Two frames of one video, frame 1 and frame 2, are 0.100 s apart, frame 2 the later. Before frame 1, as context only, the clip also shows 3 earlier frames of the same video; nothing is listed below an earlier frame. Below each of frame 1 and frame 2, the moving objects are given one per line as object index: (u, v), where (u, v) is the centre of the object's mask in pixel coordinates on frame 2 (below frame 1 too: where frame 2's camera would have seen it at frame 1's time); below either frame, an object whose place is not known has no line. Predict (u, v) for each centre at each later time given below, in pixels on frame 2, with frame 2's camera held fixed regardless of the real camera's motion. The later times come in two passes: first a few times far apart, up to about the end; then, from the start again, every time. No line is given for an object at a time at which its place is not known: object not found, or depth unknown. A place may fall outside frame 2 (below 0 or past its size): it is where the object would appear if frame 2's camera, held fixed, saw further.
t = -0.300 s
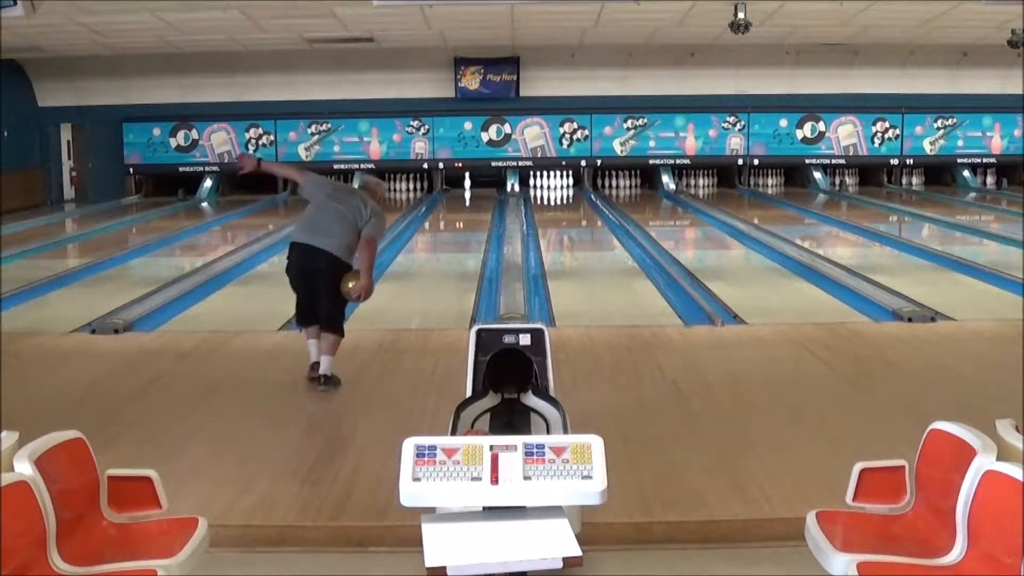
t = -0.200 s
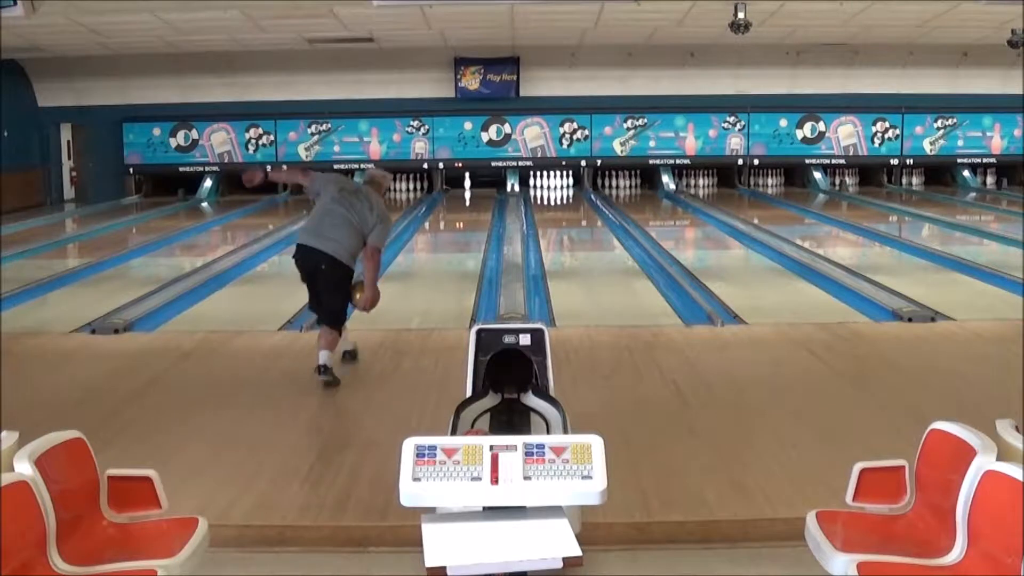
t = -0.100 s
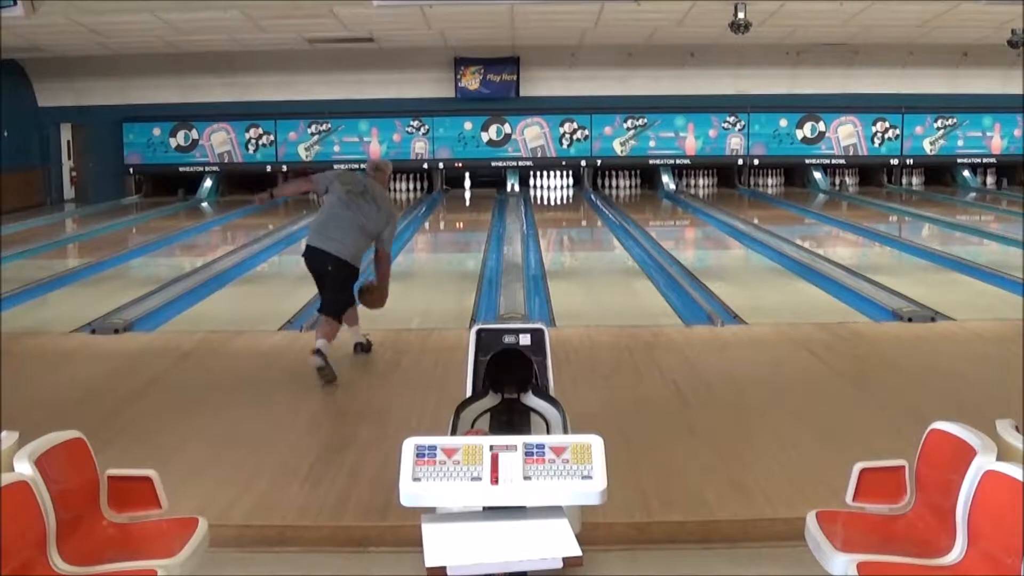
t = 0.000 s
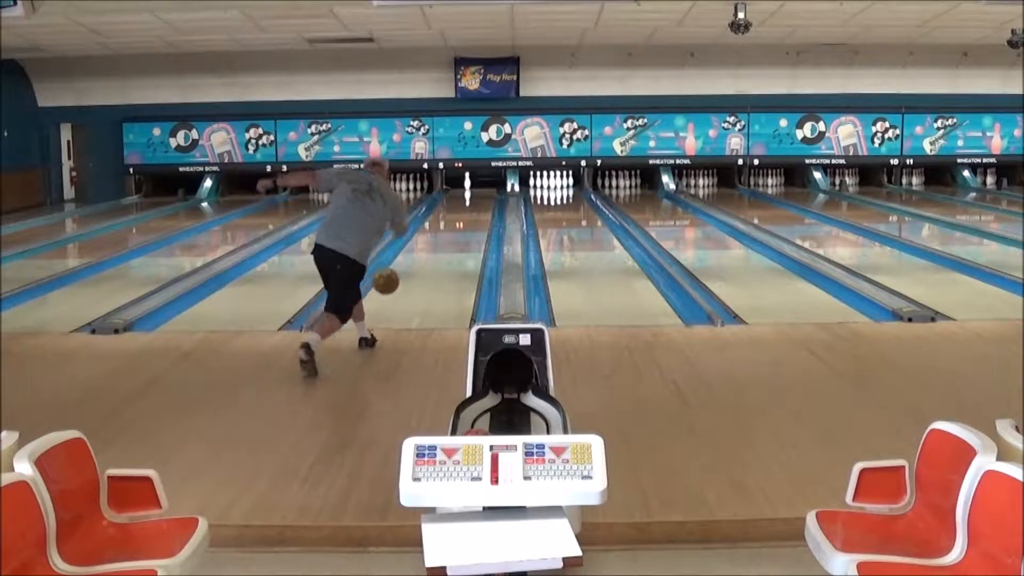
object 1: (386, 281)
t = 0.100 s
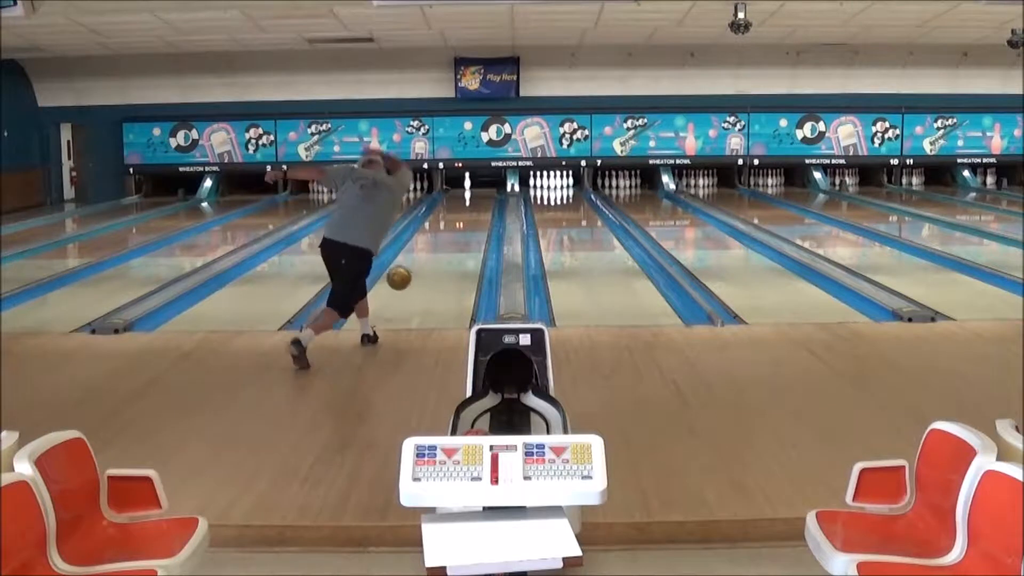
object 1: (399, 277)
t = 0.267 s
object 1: (418, 285)
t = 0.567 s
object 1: (444, 256)
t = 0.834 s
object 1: (458, 239)
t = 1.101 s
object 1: (468, 227)
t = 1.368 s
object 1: (476, 214)
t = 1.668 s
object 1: (480, 204)
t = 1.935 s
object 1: (481, 197)
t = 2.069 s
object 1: (481, 195)
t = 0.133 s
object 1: (403, 279)
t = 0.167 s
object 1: (407, 281)
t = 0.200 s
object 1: (411, 285)
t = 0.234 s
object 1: (414, 290)
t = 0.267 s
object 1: (418, 285)
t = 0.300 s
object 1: (421, 279)
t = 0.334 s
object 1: (424, 275)
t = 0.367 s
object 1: (427, 272)
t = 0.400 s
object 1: (430, 271)
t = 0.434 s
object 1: (432, 270)
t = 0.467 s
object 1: (438, 264)
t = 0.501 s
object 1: (440, 261)
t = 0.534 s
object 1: (442, 258)
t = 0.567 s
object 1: (444, 256)
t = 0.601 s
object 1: (446, 254)
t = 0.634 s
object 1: (448, 251)
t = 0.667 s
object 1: (450, 249)
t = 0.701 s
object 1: (452, 247)
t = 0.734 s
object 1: (453, 246)
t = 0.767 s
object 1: (455, 243)
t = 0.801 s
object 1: (457, 242)
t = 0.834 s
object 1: (458, 239)
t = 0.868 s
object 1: (459, 238)
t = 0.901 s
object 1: (461, 236)
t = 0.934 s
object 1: (462, 235)
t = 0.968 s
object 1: (464, 233)
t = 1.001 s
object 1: (465, 230)
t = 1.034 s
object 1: (466, 228)
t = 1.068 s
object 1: (467, 227)
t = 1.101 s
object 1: (468, 227)
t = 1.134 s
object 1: (470, 225)
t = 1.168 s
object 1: (470, 224)
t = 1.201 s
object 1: (472, 221)
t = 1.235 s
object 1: (472, 220)
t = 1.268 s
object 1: (473, 219)
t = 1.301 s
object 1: (474, 217)
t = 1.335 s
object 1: (475, 216)
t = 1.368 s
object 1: (476, 214)
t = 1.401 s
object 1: (476, 214)
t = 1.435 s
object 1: (478, 212)
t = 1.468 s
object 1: (478, 211)
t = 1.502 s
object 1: (478, 210)
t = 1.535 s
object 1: (479, 208)
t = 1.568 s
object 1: (478, 208)
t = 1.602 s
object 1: (480, 207)
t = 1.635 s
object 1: (480, 206)
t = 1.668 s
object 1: (480, 204)
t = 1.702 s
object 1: (481, 203)
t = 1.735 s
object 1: (481, 202)
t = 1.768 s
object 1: (481, 202)
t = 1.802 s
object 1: (481, 201)
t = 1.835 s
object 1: (481, 200)
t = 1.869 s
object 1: (481, 199)
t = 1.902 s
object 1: (481, 199)
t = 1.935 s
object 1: (481, 197)
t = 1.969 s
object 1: (481, 197)
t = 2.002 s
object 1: (481, 196)
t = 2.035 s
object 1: (481, 196)
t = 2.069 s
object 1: (481, 195)
